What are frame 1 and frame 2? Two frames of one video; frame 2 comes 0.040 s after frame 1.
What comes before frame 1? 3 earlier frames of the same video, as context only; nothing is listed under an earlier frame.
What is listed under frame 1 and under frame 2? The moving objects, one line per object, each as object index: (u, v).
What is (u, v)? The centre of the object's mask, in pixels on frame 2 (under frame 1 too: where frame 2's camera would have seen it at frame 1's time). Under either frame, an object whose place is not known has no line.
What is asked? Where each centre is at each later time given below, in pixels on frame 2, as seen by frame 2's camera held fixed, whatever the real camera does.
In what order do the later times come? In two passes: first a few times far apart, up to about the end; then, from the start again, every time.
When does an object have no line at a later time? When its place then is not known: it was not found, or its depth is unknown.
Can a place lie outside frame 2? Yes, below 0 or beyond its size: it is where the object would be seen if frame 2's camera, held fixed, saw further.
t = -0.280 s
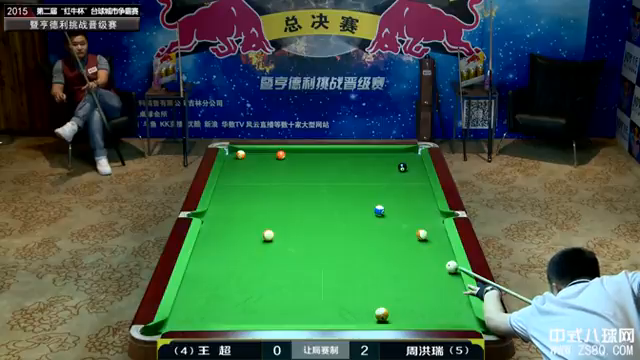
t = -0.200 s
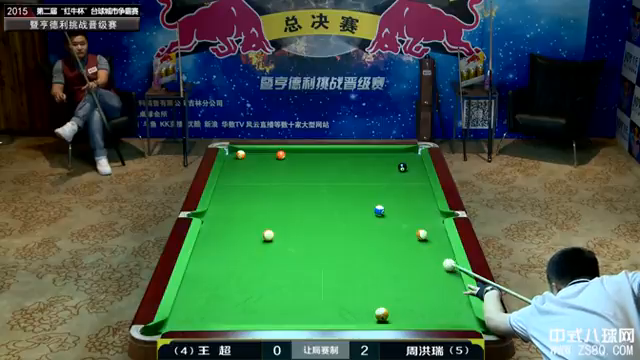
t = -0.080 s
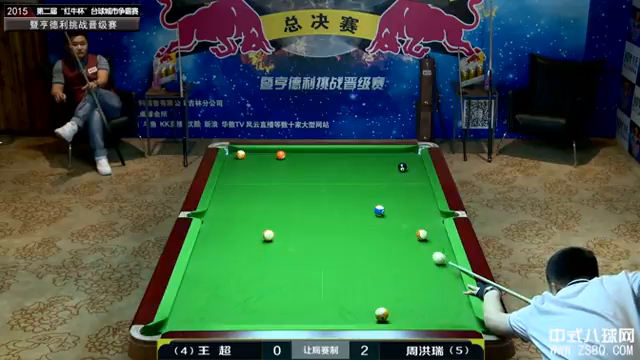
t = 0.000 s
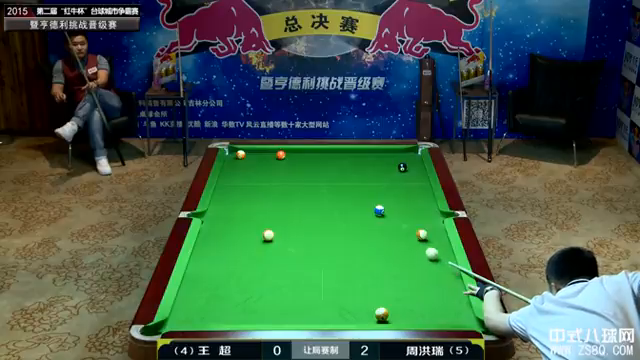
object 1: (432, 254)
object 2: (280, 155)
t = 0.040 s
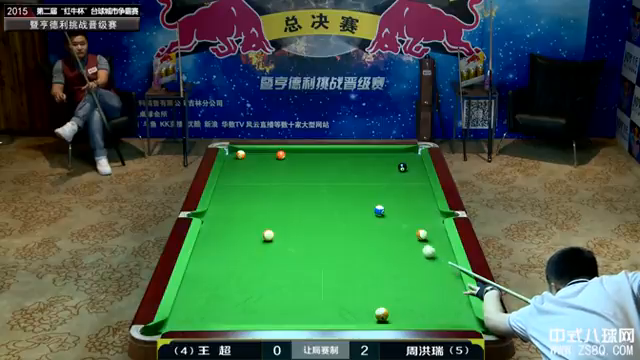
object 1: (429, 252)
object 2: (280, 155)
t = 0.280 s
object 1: (410, 239)
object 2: (280, 155)
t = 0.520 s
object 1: (393, 229)
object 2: (280, 155)
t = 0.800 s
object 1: (375, 216)
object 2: (280, 155)
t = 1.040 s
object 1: (362, 207)
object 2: (280, 155)
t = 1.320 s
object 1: (347, 197)
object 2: (280, 155)
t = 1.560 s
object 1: (335, 190)
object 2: (280, 155)
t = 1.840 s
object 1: (323, 182)
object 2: (280, 155)
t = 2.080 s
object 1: (313, 175)
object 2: (280, 155)
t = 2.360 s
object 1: (303, 168)
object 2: (280, 154)
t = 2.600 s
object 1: (295, 163)
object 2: (280, 154)
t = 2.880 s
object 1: (286, 157)
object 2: (279, 154)
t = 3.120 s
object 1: (286, 156)
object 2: (274, 152)
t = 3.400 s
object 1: (287, 154)
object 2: (268, 150)
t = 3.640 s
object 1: (288, 154)
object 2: (264, 151)
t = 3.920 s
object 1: (288, 153)
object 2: (261, 152)
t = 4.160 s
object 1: (288, 153)
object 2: (258, 153)
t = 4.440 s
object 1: (288, 152)
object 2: (256, 154)
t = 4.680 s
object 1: (288, 152)
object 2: (255, 154)
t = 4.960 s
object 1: (288, 152)
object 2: (254, 154)
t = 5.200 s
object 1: (288, 152)
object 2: (254, 155)
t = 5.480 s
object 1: (288, 152)
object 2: (254, 155)
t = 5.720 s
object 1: (288, 152)
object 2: (254, 155)
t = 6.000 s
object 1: (288, 152)
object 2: (254, 155)
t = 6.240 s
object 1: (288, 152)
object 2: (254, 155)
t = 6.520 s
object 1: (288, 152)
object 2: (254, 155)
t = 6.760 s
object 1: (288, 152)
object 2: (254, 155)
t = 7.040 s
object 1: (288, 152)
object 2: (254, 155)
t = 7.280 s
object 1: (288, 152)
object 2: (254, 155)
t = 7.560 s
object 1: (288, 152)
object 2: (254, 155)
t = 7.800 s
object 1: (288, 152)
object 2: (254, 155)
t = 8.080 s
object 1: (288, 152)
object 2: (254, 155)
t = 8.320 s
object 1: (288, 152)
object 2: (254, 155)
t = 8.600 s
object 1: (288, 152)
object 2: (254, 155)
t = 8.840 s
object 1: (288, 152)
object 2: (254, 155)
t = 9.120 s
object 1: (288, 152)
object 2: (254, 155)
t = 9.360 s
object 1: (288, 152)
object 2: (254, 155)
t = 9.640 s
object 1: (288, 152)
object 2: (254, 155)
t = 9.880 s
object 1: (288, 152)
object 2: (254, 155)
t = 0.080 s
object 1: (426, 250)
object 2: (280, 155)
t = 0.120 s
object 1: (422, 248)
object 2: (280, 155)
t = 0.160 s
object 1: (419, 245)
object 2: (280, 155)
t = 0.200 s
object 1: (416, 243)
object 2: (280, 155)
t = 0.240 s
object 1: (413, 241)
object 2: (280, 155)
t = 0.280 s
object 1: (410, 239)
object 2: (280, 155)
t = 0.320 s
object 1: (407, 238)
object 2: (280, 155)
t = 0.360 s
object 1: (404, 235)
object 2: (280, 155)
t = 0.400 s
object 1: (401, 234)
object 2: (280, 155)
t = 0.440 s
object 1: (399, 232)
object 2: (280, 155)
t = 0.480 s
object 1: (396, 230)
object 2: (280, 155)
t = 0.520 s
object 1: (393, 229)
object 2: (280, 155)
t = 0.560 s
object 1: (391, 227)
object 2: (280, 155)
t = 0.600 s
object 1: (388, 225)
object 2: (280, 155)
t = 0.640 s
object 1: (385, 223)
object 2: (280, 154)
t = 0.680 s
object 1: (383, 222)
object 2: (280, 155)
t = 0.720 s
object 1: (380, 220)
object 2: (280, 155)
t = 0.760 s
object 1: (378, 218)
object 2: (280, 155)
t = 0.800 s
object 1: (375, 216)
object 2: (280, 155)
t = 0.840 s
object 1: (373, 215)
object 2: (280, 155)
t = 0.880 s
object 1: (371, 213)
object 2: (280, 155)
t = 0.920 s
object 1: (368, 212)
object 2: (280, 155)
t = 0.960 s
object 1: (366, 210)
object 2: (280, 155)
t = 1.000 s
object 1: (364, 209)
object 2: (280, 155)
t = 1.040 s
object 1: (362, 207)
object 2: (280, 155)
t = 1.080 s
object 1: (359, 206)
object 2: (280, 155)
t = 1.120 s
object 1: (357, 204)
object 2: (280, 155)
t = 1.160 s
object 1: (355, 203)
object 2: (280, 155)
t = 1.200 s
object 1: (353, 202)
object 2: (280, 155)
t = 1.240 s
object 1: (351, 200)
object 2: (280, 155)
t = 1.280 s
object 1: (349, 199)
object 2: (280, 155)
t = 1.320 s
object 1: (347, 197)
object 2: (280, 155)
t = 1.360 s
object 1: (345, 196)
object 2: (280, 155)
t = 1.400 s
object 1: (343, 195)
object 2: (280, 155)
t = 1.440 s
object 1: (341, 194)
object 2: (280, 155)
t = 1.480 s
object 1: (339, 192)
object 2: (280, 155)
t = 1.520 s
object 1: (337, 191)
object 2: (280, 155)
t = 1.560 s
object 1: (335, 190)
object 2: (280, 155)
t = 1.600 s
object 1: (334, 189)
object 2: (280, 155)
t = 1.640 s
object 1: (332, 187)
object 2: (280, 155)
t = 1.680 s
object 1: (330, 186)
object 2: (280, 155)
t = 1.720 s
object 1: (328, 185)
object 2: (280, 155)
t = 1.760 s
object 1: (327, 184)
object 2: (280, 155)
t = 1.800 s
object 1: (325, 183)
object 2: (280, 155)
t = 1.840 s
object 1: (323, 182)
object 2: (280, 155)
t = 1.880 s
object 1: (322, 181)
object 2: (280, 155)
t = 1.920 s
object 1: (320, 179)
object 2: (280, 154)
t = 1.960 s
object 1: (318, 178)
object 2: (280, 155)
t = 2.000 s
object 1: (317, 178)
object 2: (280, 155)
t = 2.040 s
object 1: (315, 176)
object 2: (280, 154)
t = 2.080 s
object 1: (313, 175)
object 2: (280, 155)
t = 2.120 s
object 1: (312, 174)
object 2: (280, 155)
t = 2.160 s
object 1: (310, 173)
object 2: (280, 155)
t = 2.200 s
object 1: (309, 172)
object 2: (280, 155)
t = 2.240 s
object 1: (307, 171)
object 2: (280, 155)
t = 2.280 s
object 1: (306, 170)
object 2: (280, 155)
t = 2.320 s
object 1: (304, 169)
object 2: (280, 155)
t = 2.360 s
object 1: (303, 168)
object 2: (280, 154)
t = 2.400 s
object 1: (302, 168)
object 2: (280, 154)
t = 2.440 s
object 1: (300, 166)
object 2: (280, 154)
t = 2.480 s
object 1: (299, 165)
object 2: (280, 154)
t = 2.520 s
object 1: (298, 165)
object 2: (280, 154)
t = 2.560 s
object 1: (296, 164)
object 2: (280, 154)
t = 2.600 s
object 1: (295, 163)
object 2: (280, 154)
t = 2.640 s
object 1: (294, 162)
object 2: (280, 154)
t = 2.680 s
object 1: (292, 161)
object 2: (280, 155)
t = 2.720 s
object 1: (291, 160)
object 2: (280, 155)
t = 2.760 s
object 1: (290, 160)
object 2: (280, 155)
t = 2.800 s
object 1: (289, 159)
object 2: (280, 154)
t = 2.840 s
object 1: (287, 158)
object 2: (280, 154)
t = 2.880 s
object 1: (286, 157)
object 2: (279, 154)
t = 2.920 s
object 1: (286, 157)
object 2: (279, 154)
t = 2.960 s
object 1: (286, 157)
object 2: (278, 154)
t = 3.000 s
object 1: (286, 156)
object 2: (277, 153)
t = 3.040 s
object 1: (286, 156)
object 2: (276, 153)
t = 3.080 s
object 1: (286, 156)
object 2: (275, 153)
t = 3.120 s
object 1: (286, 156)
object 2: (274, 152)
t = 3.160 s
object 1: (286, 156)
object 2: (274, 152)
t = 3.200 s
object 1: (286, 155)
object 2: (273, 152)
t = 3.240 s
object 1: (286, 155)
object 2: (272, 152)
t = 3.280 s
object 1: (287, 155)
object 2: (271, 151)
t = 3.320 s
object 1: (287, 155)
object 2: (270, 151)
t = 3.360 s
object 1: (287, 155)
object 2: (269, 150)
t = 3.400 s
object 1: (287, 154)
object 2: (268, 150)
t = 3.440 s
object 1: (287, 154)
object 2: (268, 150)
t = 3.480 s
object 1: (287, 154)
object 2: (267, 150)
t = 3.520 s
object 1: (287, 154)
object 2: (267, 150)
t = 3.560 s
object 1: (287, 154)
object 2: (266, 151)
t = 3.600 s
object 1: (287, 154)
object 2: (265, 151)
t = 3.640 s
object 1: (288, 154)
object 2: (264, 151)
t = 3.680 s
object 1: (288, 154)
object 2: (264, 151)
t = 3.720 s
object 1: (288, 153)
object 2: (263, 151)
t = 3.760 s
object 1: (288, 153)
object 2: (263, 151)
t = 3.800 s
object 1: (288, 153)
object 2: (262, 152)
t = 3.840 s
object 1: (288, 153)
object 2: (262, 152)
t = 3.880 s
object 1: (288, 153)
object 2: (261, 152)
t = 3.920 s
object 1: (288, 153)
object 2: (261, 152)
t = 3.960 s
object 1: (288, 153)
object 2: (260, 152)
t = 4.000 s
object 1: (288, 153)
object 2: (260, 152)
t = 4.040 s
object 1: (288, 153)
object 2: (260, 152)
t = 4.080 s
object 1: (288, 153)
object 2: (259, 153)
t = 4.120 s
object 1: (288, 153)
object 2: (259, 153)
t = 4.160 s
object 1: (288, 153)
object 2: (258, 153)
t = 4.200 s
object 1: (288, 153)
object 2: (258, 153)
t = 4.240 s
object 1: (288, 153)
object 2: (258, 153)
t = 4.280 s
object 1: (288, 152)
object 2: (257, 153)
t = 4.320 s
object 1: (288, 152)
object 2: (257, 153)
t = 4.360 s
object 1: (288, 152)
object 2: (257, 154)
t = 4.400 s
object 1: (288, 152)
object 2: (256, 153)
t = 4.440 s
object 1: (288, 152)
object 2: (256, 154)
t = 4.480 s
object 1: (288, 152)
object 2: (256, 154)
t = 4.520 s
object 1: (288, 152)
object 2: (256, 154)
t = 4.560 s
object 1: (288, 152)
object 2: (255, 154)
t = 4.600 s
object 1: (288, 152)
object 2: (255, 154)
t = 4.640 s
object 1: (288, 152)
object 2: (255, 154)
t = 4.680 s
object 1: (288, 152)
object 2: (255, 154)
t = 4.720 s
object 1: (288, 152)
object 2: (254, 154)
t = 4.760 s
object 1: (288, 152)
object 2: (254, 154)
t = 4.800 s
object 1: (288, 152)
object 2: (254, 154)
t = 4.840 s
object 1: (288, 152)
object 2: (254, 154)
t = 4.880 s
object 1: (288, 152)
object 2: (254, 154)
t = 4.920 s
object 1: (288, 152)
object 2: (254, 154)
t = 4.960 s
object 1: (288, 152)
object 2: (254, 154)
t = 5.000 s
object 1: (288, 152)
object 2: (254, 154)
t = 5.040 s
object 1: (288, 152)
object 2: (254, 154)
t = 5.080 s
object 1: (288, 152)
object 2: (254, 154)
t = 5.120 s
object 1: (288, 152)
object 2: (254, 155)
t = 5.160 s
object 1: (288, 152)
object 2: (254, 154)
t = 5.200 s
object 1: (288, 152)
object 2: (254, 155)
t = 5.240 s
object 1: (288, 152)
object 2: (254, 155)
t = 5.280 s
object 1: (288, 152)
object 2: (254, 155)
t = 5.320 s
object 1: (288, 152)
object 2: (254, 155)
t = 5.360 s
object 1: (288, 152)
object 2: (254, 155)
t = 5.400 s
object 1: (288, 152)
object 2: (254, 155)
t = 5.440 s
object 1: (288, 152)
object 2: (254, 155)
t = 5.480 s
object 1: (288, 152)
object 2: (254, 155)
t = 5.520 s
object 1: (288, 152)
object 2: (254, 155)
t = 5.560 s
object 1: (288, 152)
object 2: (254, 155)
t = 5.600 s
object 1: (288, 152)
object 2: (254, 155)
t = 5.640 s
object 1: (288, 152)
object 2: (254, 155)
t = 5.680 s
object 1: (288, 152)
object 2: (254, 155)
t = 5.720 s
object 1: (288, 152)
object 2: (254, 155)
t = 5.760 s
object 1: (288, 152)
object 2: (254, 155)
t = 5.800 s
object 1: (288, 152)
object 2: (254, 155)
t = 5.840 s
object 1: (288, 152)
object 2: (254, 155)
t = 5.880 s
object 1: (288, 152)
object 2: (254, 155)
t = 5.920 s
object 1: (288, 152)
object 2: (254, 155)
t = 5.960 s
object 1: (288, 152)
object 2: (254, 155)
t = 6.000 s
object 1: (288, 152)
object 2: (254, 155)
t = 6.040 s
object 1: (288, 152)
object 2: (254, 155)
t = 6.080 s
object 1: (288, 152)
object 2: (254, 155)
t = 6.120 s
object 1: (288, 152)
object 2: (254, 155)
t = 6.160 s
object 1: (288, 152)
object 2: (254, 155)
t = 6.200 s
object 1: (288, 152)
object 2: (254, 155)
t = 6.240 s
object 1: (288, 152)
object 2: (254, 155)
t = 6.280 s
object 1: (288, 152)
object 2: (254, 155)
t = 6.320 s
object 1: (288, 152)
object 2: (254, 155)
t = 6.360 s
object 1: (288, 152)
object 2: (254, 155)
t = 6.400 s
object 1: (288, 152)
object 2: (254, 155)
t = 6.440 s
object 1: (288, 152)
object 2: (254, 155)
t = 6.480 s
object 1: (288, 152)
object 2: (254, 155)
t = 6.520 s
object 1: (288, 152)
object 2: (254, 155)
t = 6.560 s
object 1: (288, 152)
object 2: (254, 154)
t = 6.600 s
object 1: (288, 152)
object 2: (254, 155)
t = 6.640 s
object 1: (288, 152)
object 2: (254, 154)
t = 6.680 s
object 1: (288, 152)
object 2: (254, 155)
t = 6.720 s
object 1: (288, 152)
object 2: (254, 155)
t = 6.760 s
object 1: (288, 152)
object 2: (254, 155)
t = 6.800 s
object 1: (288, 152)
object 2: (254, 155)
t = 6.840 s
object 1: (288, 152)
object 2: (254, 155)
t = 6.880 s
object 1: (288, 152)
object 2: (254, 155)
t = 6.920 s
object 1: (288, 152)
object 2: (254, 155)
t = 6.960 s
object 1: (288, 152)
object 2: (254, 155)
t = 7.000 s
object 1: (288, 152)
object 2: (254, 155)
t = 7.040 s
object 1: (288, 152)
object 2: (254, 155)
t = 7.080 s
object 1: (288, 152)
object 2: (254, 155)
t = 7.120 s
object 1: (288, 152)
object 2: (254, 155)
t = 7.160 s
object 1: (288, 152)
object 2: (254, 155)
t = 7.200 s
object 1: (288, 152)
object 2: (254, 155)
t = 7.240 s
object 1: (288, 152)
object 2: (254, 155)
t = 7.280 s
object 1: (288, 152)
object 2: (254, 155)
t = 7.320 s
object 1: (288, 152)
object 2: (254, 155)
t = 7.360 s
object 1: (288, 152)
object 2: (254, 155)
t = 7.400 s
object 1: (288, 152)
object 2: (254, 155)
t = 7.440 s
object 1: (288, 152)
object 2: (254, 155)
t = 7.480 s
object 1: (288, 152)
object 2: (254, 155)
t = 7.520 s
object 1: (288, 152)
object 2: (254, 155)
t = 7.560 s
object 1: (288, 152)
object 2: (254, 155)
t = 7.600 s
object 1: (288, 152)
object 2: (254, 155)
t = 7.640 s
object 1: (288, 152)
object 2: (254, 155)
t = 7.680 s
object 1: (288, 152)
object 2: (254, 155)
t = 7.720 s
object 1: (288, 152)
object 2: (254, 155)
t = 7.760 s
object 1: (288, 152)
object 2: (254, 154)
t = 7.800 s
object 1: (288, 152)
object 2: (254, 155)
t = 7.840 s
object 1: (288, 152)
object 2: (254, 155)
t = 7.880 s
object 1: (288, 152)
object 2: (254, 155)
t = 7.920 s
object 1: (288, 152)
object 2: (254, 155)
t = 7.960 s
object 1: (288, 152)
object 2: (254, 155)
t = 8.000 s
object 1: (288, 152)
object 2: (254, 155)
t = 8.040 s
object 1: (288, 152)
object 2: (254, 155)
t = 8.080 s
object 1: (288, 152)
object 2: (254, 155)
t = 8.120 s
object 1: (288, 152)
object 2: (254, 155)
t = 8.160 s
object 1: (288, 152)
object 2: (254, 155)
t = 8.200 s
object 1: (288, 152)
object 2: (254, 155)
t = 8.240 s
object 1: (288, 152)
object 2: (254, 155)
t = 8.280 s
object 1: (288, 152)
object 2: (254, 155)
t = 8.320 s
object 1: (288, 152)
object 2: (254, 155)
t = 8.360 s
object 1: (288, 152)
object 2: (254, 155)
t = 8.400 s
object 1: (288, 152)
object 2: (254, 155)
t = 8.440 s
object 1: (288, 152)
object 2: (254, 155)
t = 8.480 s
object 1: (288, 152)
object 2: (254, 155)
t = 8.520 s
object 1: (288, 152)
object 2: (254, 155)
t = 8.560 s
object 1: (288, 152)
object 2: (254, 155)
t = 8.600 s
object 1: (288, 152)
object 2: (254, 155)
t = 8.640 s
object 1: (288, 152)
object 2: (254, 155)
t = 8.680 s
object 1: (288, 152)
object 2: (254, 155)
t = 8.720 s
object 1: (288, 152)
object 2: (254, 155)
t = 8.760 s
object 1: (288, 152)
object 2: (254, 155)
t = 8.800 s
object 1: (288, 152)
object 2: (254, 155)
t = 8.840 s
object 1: (288, 152)
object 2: (254, 155)
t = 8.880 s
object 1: (288, 152)
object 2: (254, 155)
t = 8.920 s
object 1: (288, 152)
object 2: (254, 155)
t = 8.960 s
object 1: (288, 152)
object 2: (254, 155)
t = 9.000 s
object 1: (288, 152)
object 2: (254, 155)
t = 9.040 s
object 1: (288, 152)
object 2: (254, 155)
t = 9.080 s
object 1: (288, 152)
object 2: (254, 155)
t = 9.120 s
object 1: (288, 152)
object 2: (254, 155)
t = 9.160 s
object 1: (288, 152)
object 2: (253, 155)
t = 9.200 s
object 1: (288, 152)
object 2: (254, 154)
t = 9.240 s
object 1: (288, 152)
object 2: (254, 155)
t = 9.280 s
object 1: (288, 152)
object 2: (254, 155)
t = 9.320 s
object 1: (288, 152)
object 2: (254, 155)
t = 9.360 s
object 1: (288, 152)
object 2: (254, 155)
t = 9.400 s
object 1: (288, 152)
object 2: (254, 155)
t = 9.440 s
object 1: (288, 152)
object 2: (254, 155)
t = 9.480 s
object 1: (288, 152)
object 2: (254, 155)
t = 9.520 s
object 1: (288, 152)
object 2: (253, 155)
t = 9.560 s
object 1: (288, 152)
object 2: (254, 155)
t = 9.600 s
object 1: (288, 152)
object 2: (254, 155)
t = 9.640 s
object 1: (288, 152)
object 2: (254, 155)
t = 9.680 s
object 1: (288, 152)
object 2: (254, 155)
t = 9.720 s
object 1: (288, 152)
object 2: (254, 155)
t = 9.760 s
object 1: (288, 152)
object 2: (254, 155)
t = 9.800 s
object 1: (288, 152)
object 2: (254, 155)
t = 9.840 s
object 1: (288, 152)
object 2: (254, 155)
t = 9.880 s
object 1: (288, 152)
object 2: (254, 155)
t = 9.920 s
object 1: (288, 152)
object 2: (254, 155)
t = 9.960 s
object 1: (288, 152)
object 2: (254, 155)
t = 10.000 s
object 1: (288, 152)
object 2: (254, 155)
